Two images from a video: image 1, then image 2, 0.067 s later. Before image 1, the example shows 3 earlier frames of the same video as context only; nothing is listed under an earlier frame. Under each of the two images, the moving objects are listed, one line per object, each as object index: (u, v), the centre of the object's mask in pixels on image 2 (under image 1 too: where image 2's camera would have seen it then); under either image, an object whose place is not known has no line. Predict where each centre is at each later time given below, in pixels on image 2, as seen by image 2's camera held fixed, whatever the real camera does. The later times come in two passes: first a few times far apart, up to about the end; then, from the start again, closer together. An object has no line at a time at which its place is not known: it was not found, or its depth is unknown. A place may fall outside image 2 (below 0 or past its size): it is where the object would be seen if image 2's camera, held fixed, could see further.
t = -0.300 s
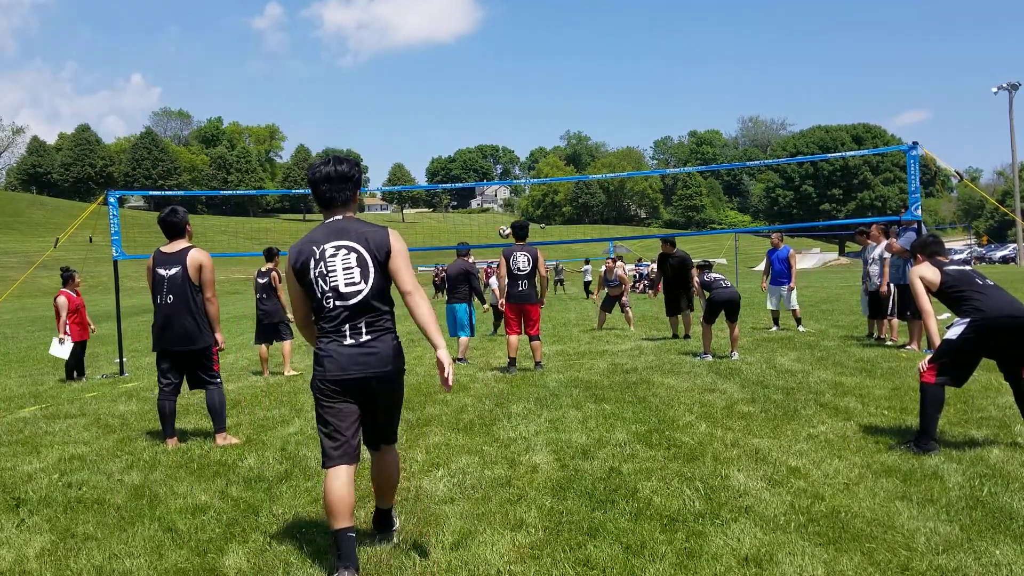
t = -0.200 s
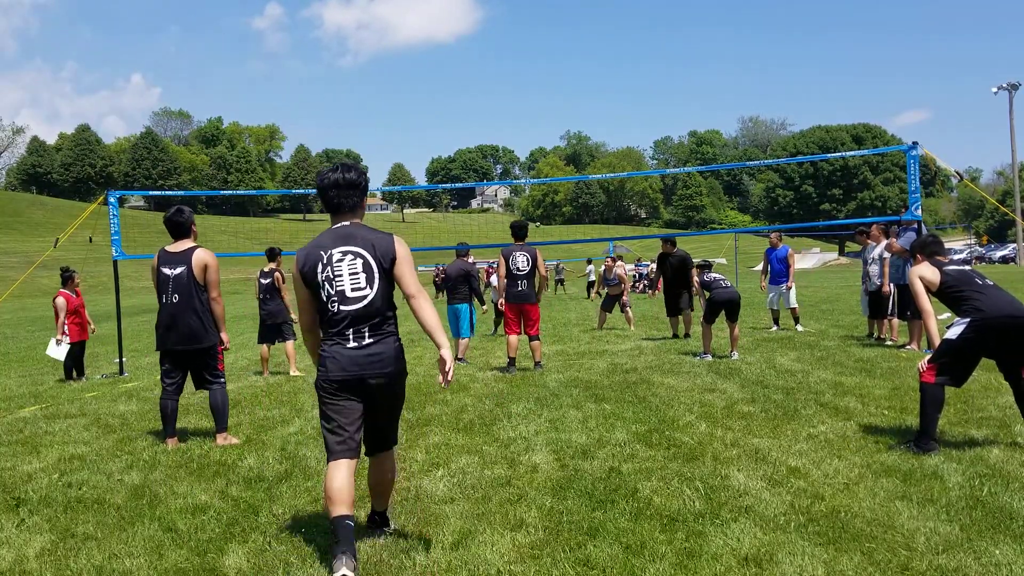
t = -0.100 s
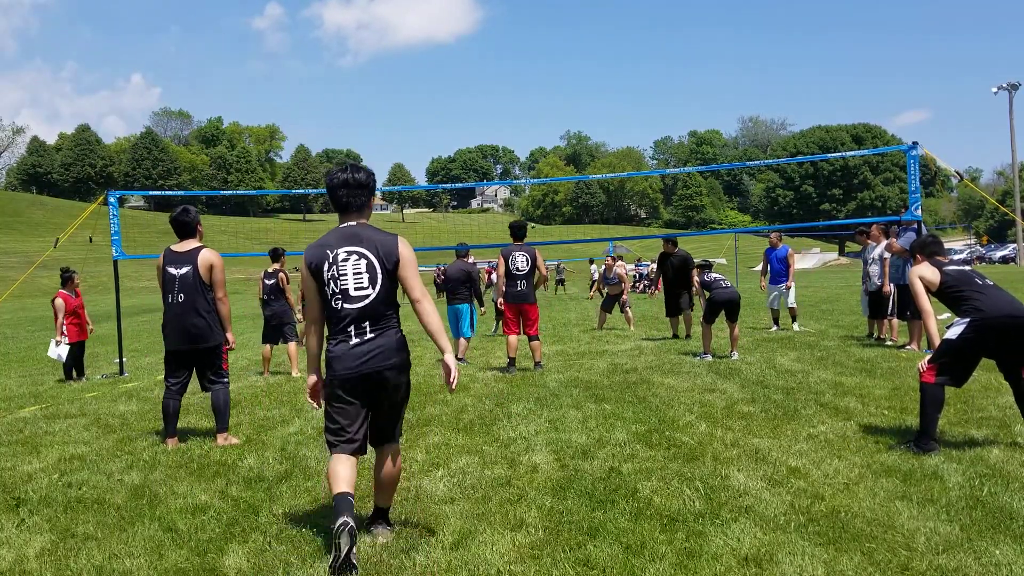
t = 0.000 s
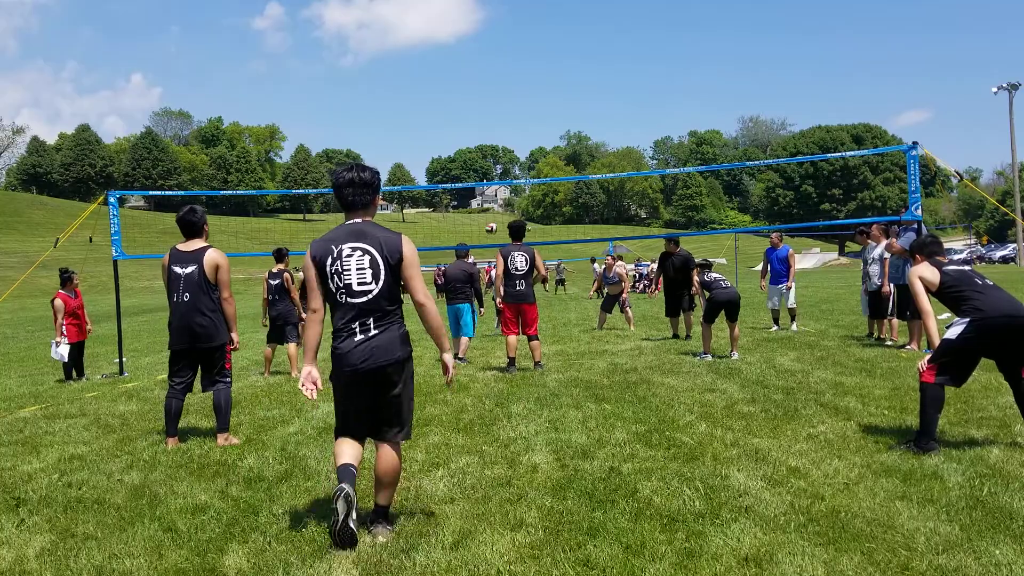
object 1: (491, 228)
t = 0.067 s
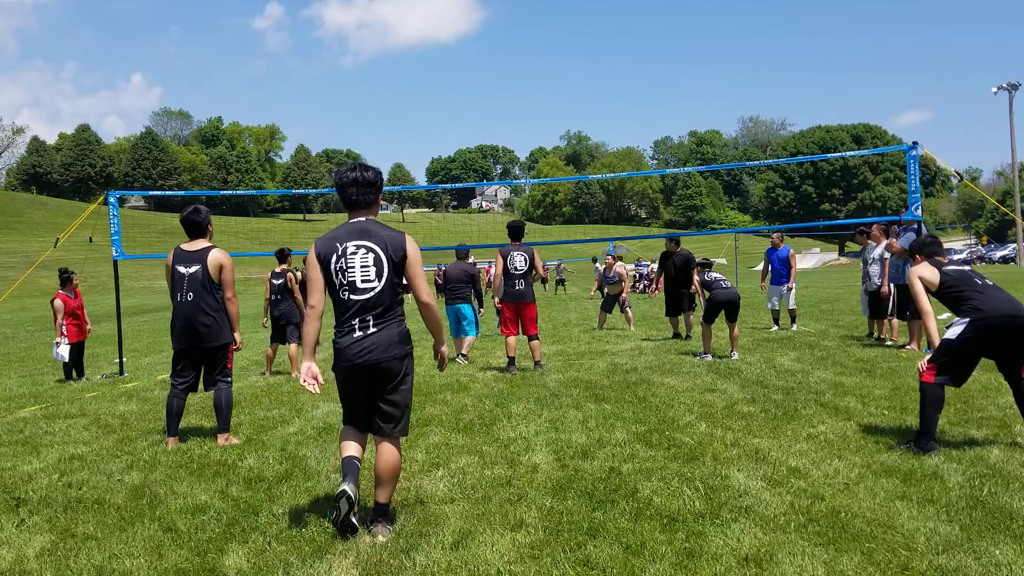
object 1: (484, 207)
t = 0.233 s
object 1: (467, 163)
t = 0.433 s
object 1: (445, 130)
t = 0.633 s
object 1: (422, 118)
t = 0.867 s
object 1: (395, 138)
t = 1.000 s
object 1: (379, 166)
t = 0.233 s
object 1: (467, 163)
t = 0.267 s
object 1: (463, 155)
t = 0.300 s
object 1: (459, 149)
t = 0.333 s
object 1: (456, 144)
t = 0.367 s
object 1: (452, 138)
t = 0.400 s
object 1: (449, 134)
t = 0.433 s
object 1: (445, 130)
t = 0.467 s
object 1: (441, 126)
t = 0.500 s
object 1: (437, 123)
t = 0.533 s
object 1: (434, 121)
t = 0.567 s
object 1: (430, 120)
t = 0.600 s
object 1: (426, 119)
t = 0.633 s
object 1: (422, 118)
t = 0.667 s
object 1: (418, 119)
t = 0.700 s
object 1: (414, 121)
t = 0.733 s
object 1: (410, 122)
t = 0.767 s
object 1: (407, 125)
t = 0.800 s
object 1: (403, 129)
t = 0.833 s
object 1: (399, 133)
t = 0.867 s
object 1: (395, 138)
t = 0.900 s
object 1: (391, 144)
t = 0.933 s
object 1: (387, 151)
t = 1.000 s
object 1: (379, 166)
